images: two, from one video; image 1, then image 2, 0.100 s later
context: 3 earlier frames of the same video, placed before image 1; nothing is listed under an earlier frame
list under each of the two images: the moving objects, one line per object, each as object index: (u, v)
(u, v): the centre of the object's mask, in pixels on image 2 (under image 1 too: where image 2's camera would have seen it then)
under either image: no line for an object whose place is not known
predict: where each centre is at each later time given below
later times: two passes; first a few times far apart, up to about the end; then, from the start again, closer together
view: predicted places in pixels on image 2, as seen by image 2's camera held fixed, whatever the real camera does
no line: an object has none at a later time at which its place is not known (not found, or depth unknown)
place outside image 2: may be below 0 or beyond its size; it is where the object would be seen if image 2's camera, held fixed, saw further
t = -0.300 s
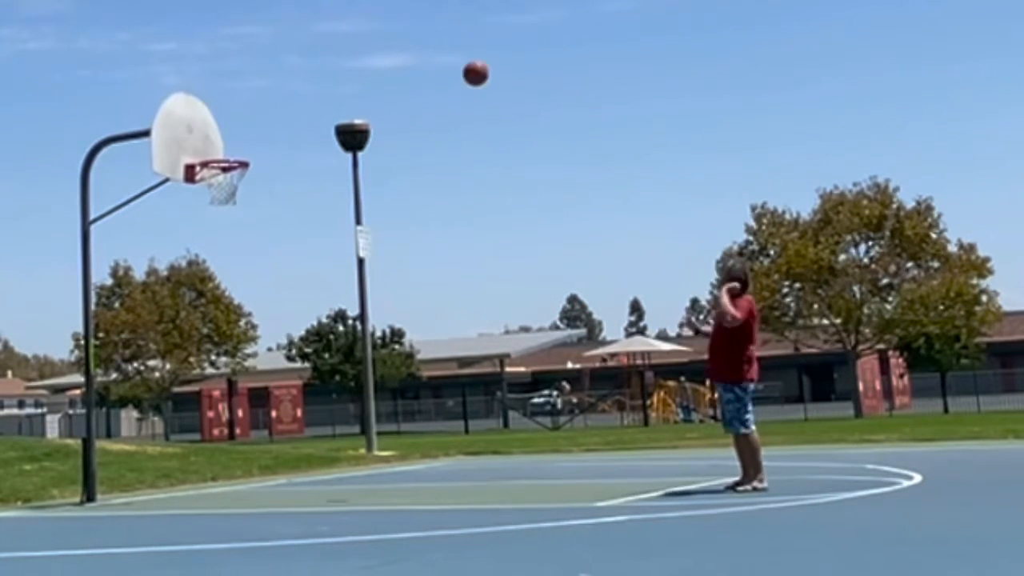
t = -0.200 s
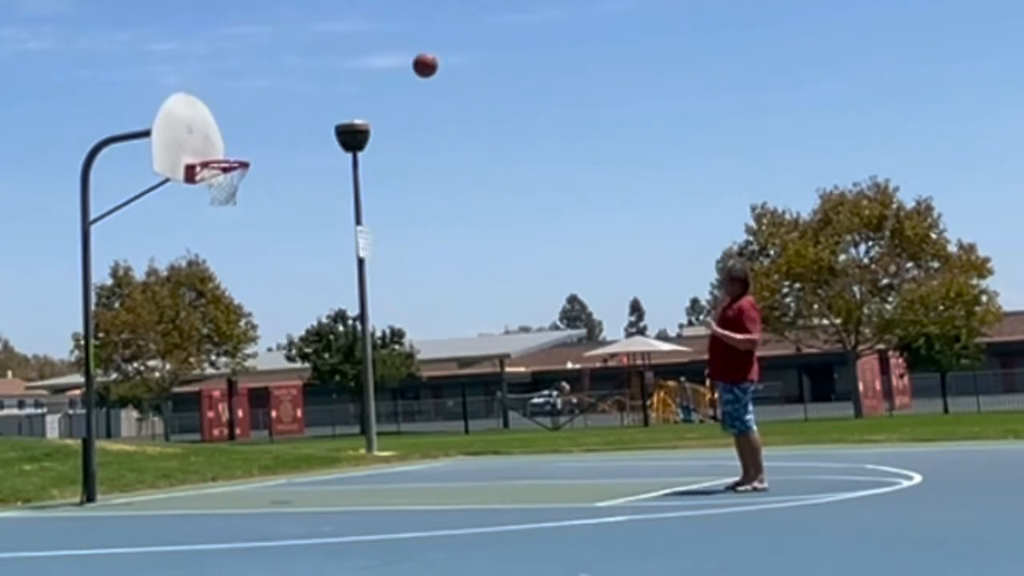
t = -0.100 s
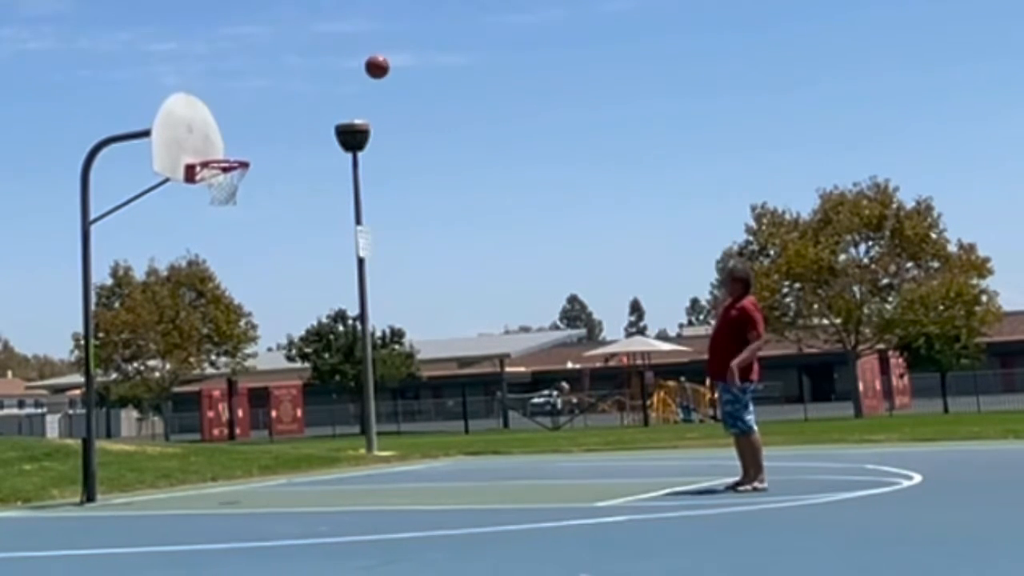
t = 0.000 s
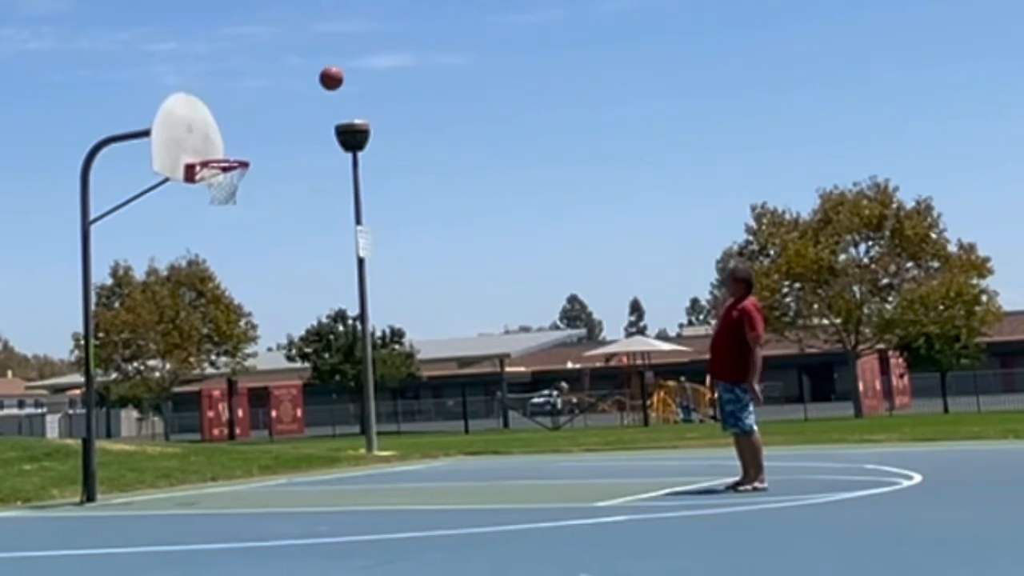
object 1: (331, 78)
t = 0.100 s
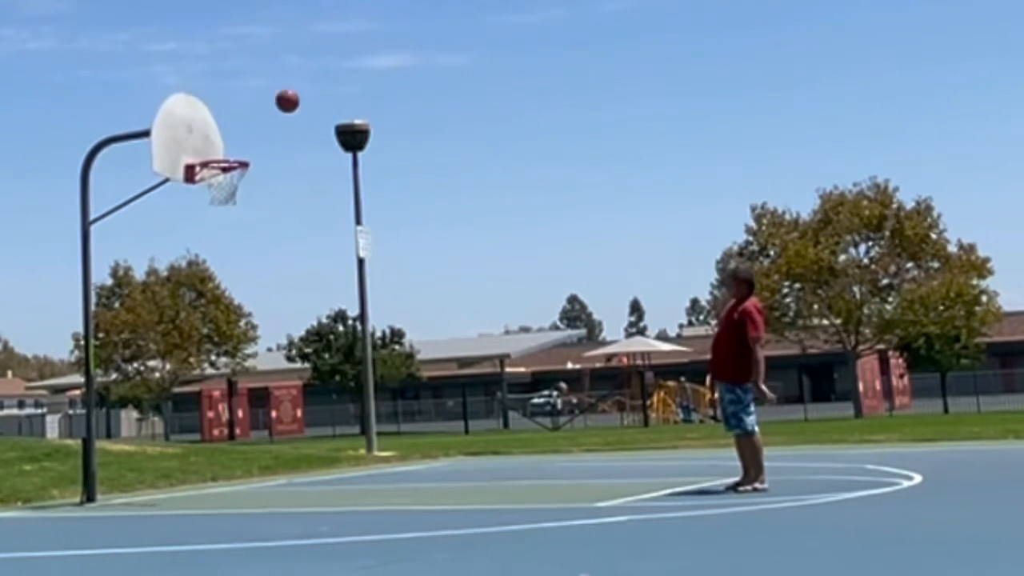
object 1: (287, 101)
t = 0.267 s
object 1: (219, 154)
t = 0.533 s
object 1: (257, 190)
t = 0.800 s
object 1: (292, 240)
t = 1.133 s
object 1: (339, 410)
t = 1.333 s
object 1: (351, 425)
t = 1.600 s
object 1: (347, 318)
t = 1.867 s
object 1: (349, 290)
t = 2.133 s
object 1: (354, 341)
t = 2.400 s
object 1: (361, 481)
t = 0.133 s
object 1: (273, 110)
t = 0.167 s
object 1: (261, 121)
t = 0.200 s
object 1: (247, 133)
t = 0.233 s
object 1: (233, 145)
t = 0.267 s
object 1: (219, 154)
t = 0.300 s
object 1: (215, 173)
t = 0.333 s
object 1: (224, 182)
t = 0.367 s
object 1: (233, 191)
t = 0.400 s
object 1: (240, 192)
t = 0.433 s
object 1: (245, 190)
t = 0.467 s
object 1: (249, 189)
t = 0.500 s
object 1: (253, 190)
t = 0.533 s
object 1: (257, 190)
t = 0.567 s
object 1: (261, 192)
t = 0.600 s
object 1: (266, 196)
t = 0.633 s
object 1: (270, 200)
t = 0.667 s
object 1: (274, 206)
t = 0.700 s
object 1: (279, 213)
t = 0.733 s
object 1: (283, 221)
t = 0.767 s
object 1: (287, 230)
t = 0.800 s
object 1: (292, 240)
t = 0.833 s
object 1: (296, 252)
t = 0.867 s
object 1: (300, 264)
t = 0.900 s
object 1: (304, 278)
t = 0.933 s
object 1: (309, 293)
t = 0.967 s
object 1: (314, 309)
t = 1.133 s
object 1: (339, 410)
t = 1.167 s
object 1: (343, 435)
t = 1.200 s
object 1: (349, 460)
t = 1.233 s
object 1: (353, 485)
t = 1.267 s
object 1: (352, 465)
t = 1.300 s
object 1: (352, 445)
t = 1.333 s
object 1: (351, 425)
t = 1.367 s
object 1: (353, 409)
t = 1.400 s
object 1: (350, 391)
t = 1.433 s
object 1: (351, 377)
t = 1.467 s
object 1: (349, 363)
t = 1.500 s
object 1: (349, 349)
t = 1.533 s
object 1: (348, 338)
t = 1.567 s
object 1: (349, 326)
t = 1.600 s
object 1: (347, 318)
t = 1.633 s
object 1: (348, 310)
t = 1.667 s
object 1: (348, 304)
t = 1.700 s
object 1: (348, 299)
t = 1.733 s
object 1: (349, 294)
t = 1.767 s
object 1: (349, 292)
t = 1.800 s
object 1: (349, 290)
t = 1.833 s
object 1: (349, 289)
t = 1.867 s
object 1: (349, 290)
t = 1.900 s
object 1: (350, 292)
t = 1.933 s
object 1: (350, 295)
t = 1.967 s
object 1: (351, 299)
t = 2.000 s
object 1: (351, 306)
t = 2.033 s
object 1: (352, 312)
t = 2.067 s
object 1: (353, 319)
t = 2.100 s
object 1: (354, 330)
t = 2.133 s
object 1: (354, 341)
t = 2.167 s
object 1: (355, 354)
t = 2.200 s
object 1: (356, 369)
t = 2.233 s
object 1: (357, 384)
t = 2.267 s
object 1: (358, 398)
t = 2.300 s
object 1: (358, 417)
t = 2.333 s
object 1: (360, 438)
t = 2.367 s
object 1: (360, 458)
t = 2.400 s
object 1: (361, 481)
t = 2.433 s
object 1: (361, 482)
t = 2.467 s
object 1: (359, 465)
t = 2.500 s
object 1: (358, 448)
